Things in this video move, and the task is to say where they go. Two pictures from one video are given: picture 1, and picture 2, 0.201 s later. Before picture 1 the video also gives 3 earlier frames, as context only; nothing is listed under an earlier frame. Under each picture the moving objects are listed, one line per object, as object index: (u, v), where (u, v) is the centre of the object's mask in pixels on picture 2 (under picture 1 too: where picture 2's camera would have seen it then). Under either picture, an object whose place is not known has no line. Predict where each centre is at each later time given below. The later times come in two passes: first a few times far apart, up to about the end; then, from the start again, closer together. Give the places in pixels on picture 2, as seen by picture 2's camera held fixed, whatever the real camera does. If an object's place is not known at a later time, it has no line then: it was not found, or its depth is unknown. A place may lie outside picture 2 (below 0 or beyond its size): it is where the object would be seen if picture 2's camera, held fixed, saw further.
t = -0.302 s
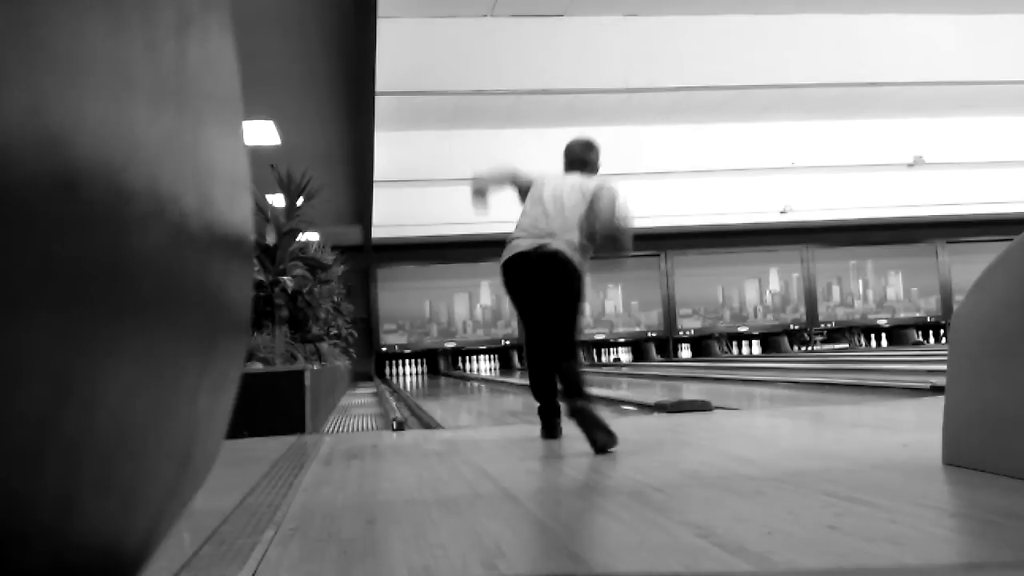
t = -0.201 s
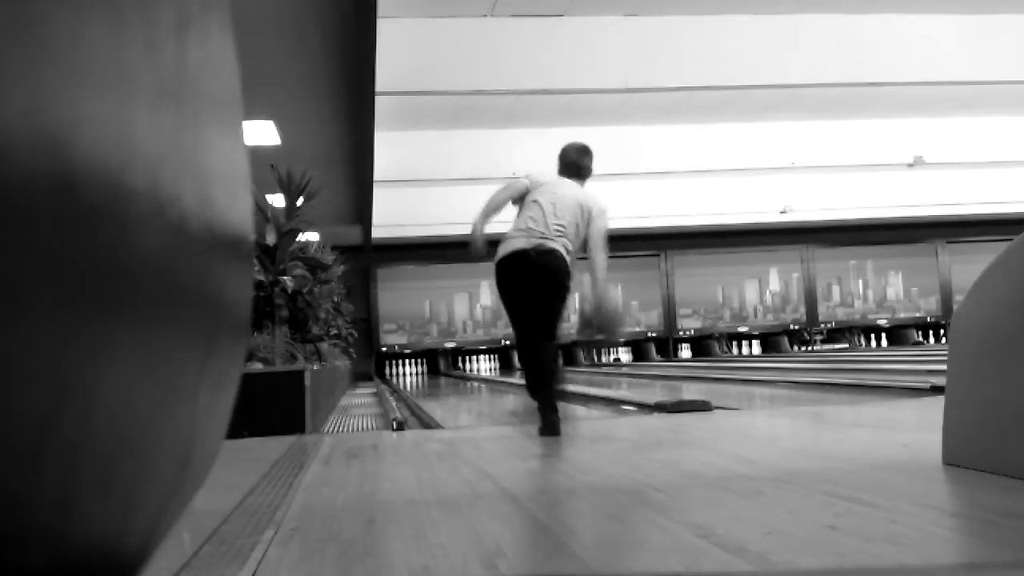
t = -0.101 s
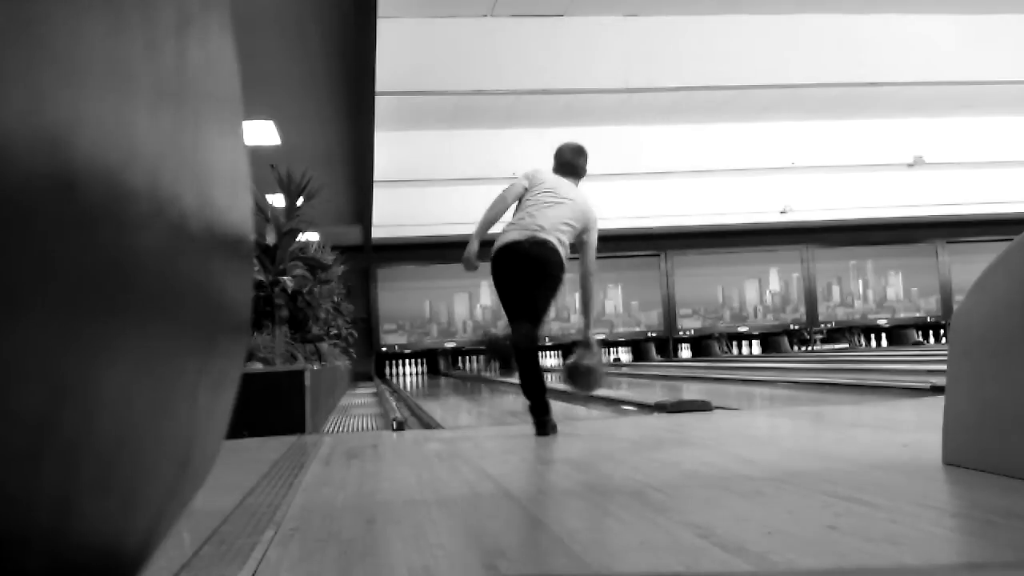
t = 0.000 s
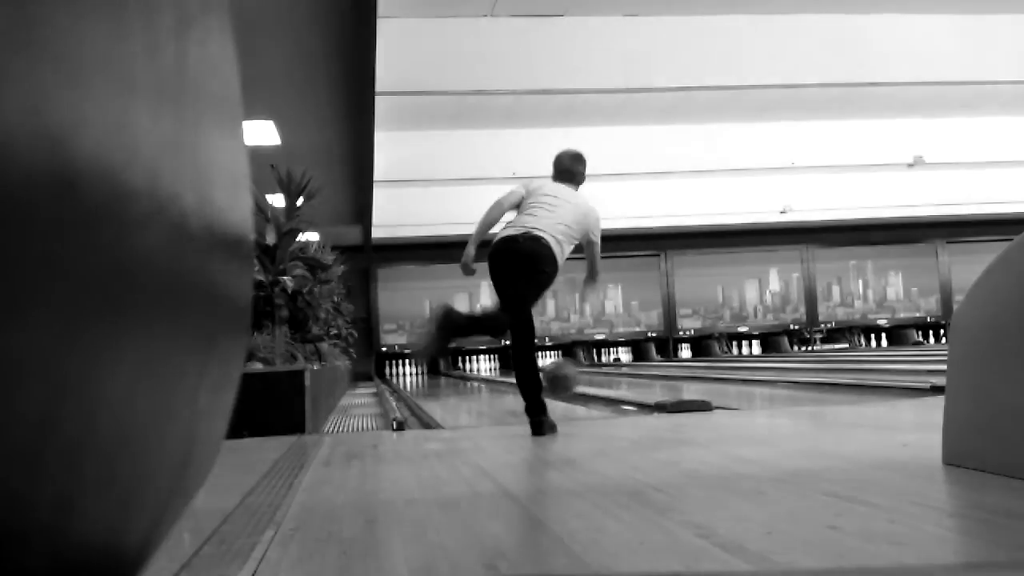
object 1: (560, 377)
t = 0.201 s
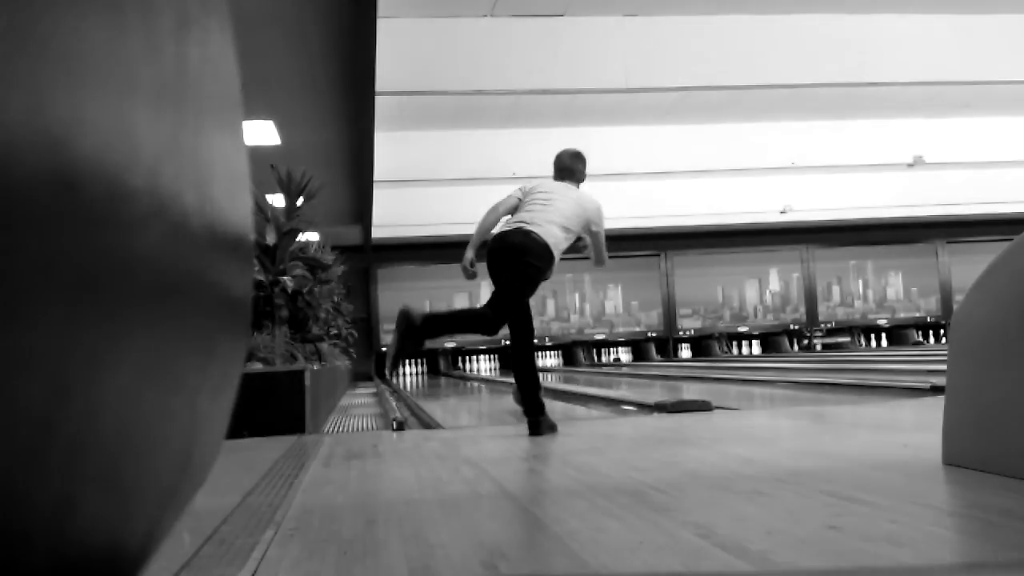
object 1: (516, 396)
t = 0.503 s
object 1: (497, 385)
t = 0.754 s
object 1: (474, 384)
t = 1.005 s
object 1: (465, 377)
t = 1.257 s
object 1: (457, 376)
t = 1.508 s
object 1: (448, 374)
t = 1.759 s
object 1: (440, 372)
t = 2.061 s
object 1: (432, 372)
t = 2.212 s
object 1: (427, 371)
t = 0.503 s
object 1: (497, 385)
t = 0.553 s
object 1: (492, 384)
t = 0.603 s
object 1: (490, 383)
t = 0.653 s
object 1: (457, 374)
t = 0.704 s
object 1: (464, 376)
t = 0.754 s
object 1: (474, 384)
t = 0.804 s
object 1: (478, 381)
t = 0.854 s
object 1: (475, 380)
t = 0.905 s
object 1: (470, 378)
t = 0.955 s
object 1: (468, 378)
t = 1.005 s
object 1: (465, 377)
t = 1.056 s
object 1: (463, 377)
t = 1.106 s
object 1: (462, 376)
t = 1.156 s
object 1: (461, 376)
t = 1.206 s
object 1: (458, 376)
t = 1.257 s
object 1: (457, 376)
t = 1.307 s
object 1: (455, 375)
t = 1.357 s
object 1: (454, 375)
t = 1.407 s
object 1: (452, 374)
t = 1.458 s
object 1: (449, 374)
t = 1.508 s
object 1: (448, 374)
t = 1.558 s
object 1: (447, 373)
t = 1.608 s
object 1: (445, 373)
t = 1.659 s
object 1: (443, 373)
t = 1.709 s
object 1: (441, 373)
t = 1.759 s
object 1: (440, 372)
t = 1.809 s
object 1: (438, 372)
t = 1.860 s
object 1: (436, 372)
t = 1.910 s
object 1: (435, 373)
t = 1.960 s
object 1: (434, 372)
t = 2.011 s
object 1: (433, 372)
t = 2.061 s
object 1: (432, 372)
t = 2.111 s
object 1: (430, 371)
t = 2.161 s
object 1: (428, 371)
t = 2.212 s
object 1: (427, 371)
